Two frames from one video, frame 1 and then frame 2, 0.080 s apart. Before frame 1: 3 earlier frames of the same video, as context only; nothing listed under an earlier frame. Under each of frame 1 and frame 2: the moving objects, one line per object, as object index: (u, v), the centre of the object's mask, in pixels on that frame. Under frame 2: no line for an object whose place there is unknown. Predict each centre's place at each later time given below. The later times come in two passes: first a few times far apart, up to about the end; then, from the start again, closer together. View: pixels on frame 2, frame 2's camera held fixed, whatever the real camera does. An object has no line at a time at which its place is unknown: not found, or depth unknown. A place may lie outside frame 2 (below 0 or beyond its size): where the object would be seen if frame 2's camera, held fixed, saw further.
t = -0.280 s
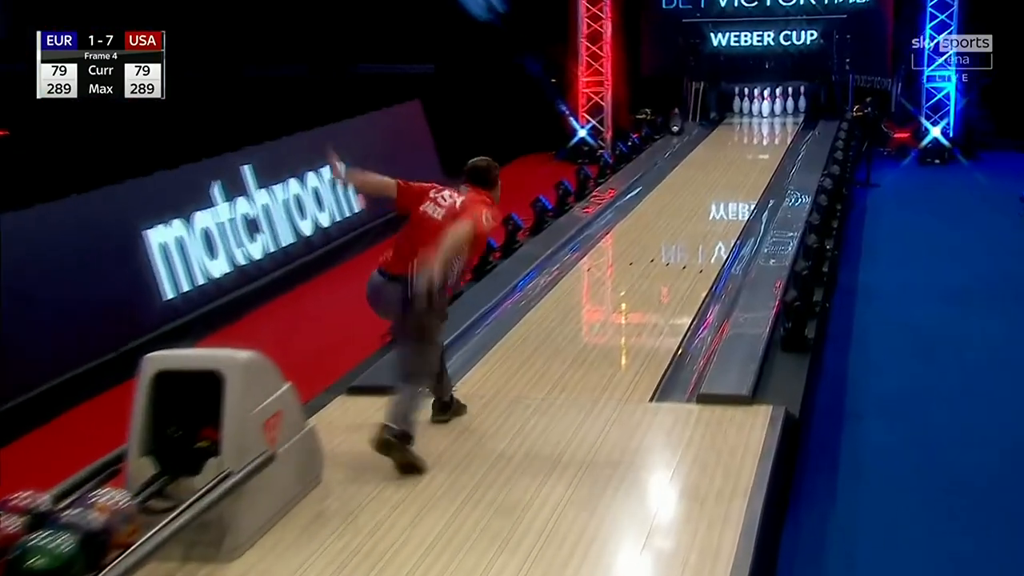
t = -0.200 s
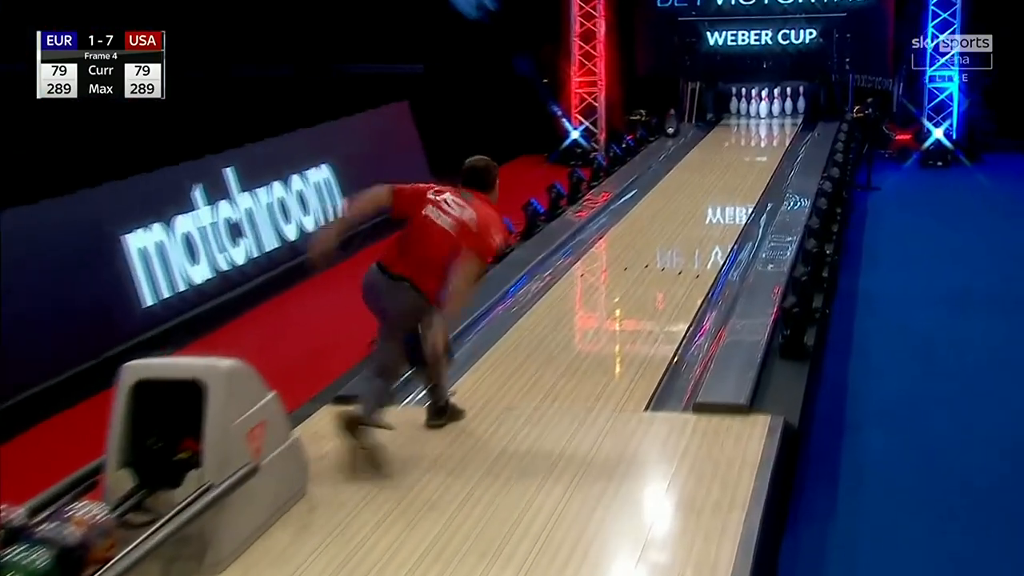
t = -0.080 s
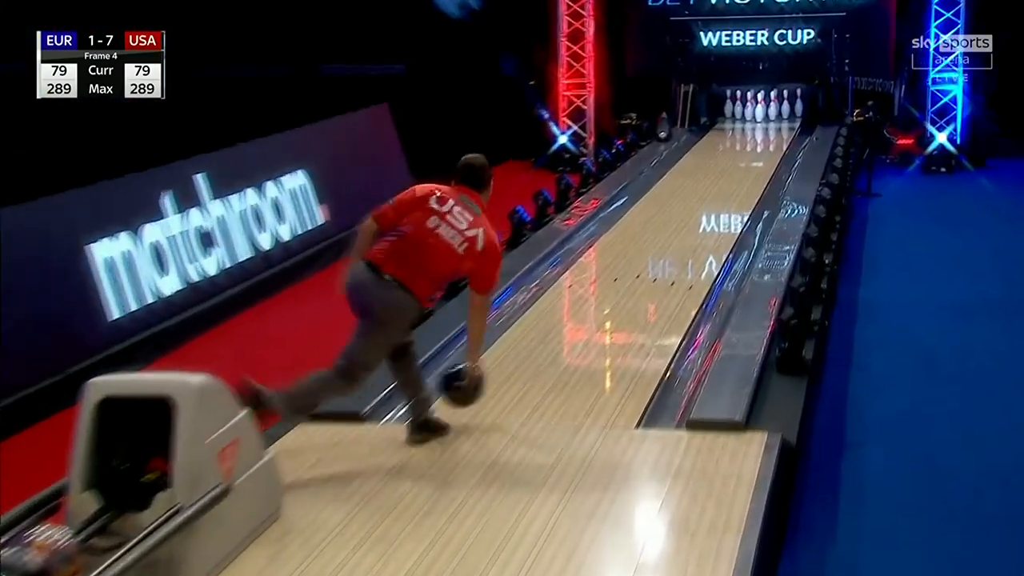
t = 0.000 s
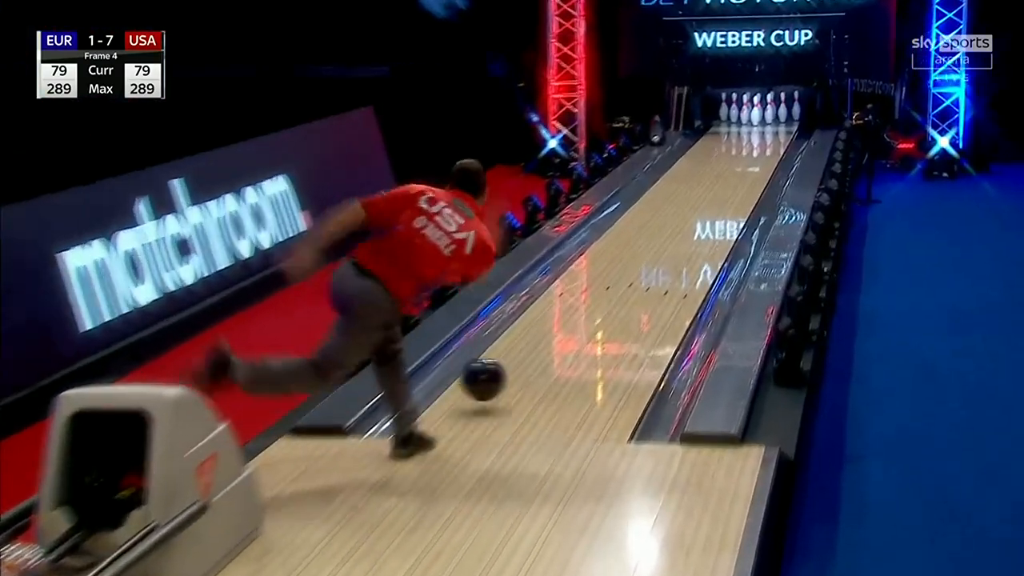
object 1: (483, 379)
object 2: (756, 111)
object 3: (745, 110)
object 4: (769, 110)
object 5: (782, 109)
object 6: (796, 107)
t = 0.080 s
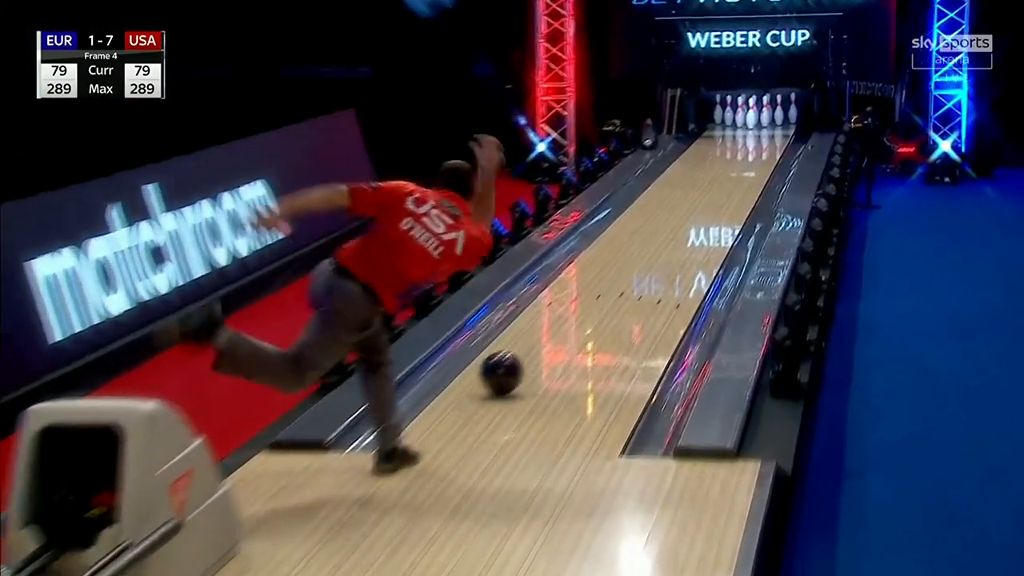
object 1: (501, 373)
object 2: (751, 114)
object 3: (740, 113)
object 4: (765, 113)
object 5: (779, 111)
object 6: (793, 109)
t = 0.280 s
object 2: (756, 112)
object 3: (743, 111)
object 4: (770, 111)
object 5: (785, 109)
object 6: (800, 107)
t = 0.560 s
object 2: (760, 110)
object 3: (746, 108)
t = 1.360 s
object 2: (752, 113)
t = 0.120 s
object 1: (516, 362)
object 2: (753, 113)
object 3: (741, 112)
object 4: (766, 112)
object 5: (780, 111)
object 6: (794, 108)
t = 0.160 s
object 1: (529, 351)
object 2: (754, 113)
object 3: (741, 112)
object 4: (767, 111)
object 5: (782, 110)
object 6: (796, 108)
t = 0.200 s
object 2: (754, 113)
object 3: (742, 111)
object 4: (768, 111)
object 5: (783, 110)
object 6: (797, 108)
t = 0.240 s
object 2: (755, 112)
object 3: (742, 111)
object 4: (769, 111)
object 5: (784, 109)
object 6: (798, 107)
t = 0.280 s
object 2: (756, 112)
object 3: (743, 111)
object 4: (770, 111)
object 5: (785, 109)
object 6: (800, 107)
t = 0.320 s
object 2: (756, 112)
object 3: (744, 110)
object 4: (771, 110)
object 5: (786, 108)
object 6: (801, 106)
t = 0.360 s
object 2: (757, 111)
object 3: (744, 109)
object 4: (772, 109)
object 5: (787, 107)
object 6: (803, 105)
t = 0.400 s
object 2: (758, 110)
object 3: (745, 108)
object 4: (773, 109)
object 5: (789, 107)
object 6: (804, 105)
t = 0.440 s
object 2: (759, 110)
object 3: (745, 108)
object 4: (773, 108)
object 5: (789, 106)
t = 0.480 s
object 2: (759, 110)
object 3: (746, 108)
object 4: (775, 108)
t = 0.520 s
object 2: (760, 110)
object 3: (746, 109)
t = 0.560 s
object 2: (760, 110)
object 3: (746, 108)
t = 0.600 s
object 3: (746, 107)
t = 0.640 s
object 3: (746, 107)
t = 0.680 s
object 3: (747, 108)
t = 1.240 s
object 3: (740, 110)
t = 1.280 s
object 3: (739, 111)
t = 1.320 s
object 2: (752, 113)
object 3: (738, 111)
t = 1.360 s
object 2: (752, 113)
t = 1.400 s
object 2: (751, 114)
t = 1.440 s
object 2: (750, 114)
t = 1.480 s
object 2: (750, 115)
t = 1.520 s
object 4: (766, 113)
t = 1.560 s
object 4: (765, 113)
